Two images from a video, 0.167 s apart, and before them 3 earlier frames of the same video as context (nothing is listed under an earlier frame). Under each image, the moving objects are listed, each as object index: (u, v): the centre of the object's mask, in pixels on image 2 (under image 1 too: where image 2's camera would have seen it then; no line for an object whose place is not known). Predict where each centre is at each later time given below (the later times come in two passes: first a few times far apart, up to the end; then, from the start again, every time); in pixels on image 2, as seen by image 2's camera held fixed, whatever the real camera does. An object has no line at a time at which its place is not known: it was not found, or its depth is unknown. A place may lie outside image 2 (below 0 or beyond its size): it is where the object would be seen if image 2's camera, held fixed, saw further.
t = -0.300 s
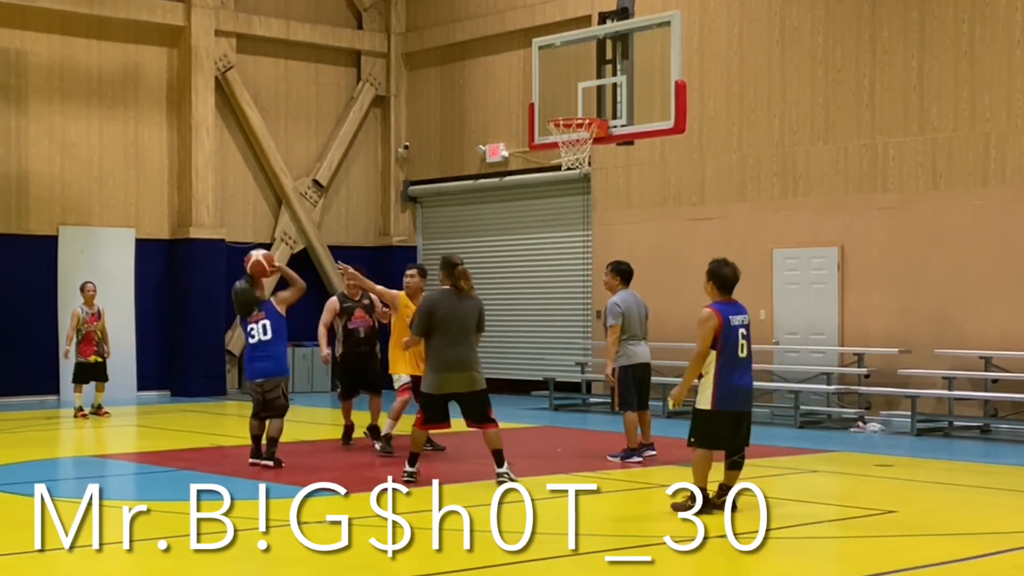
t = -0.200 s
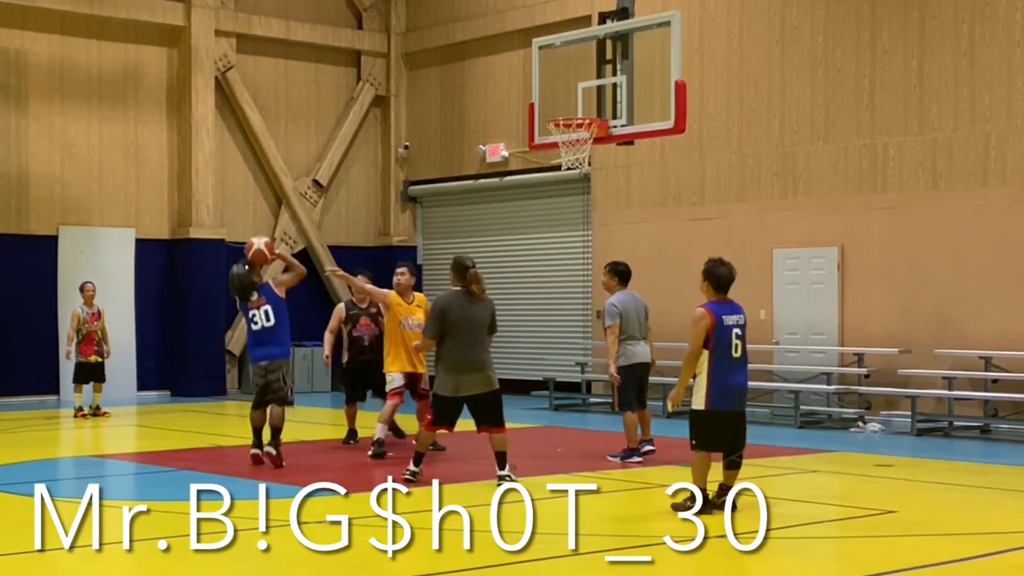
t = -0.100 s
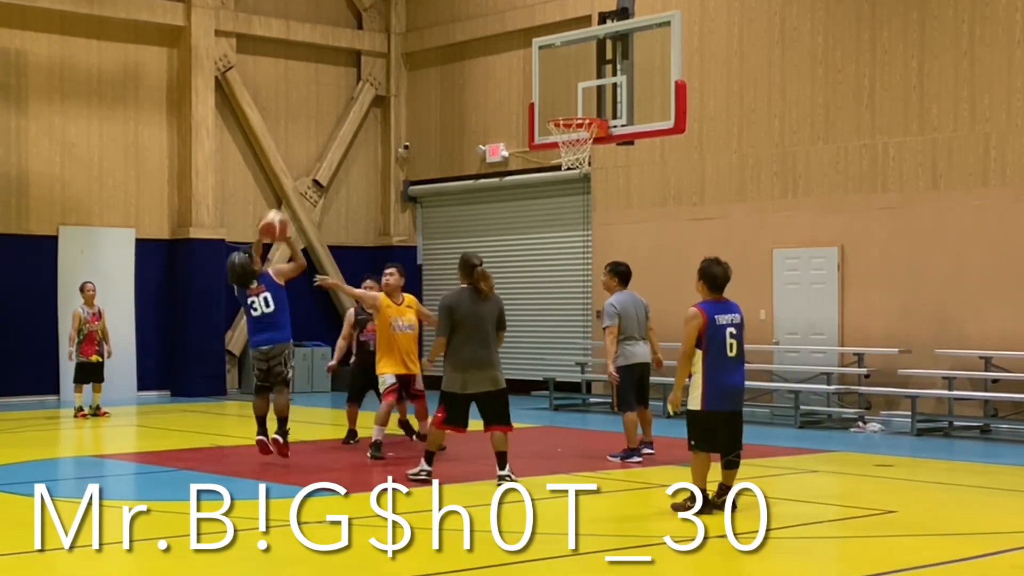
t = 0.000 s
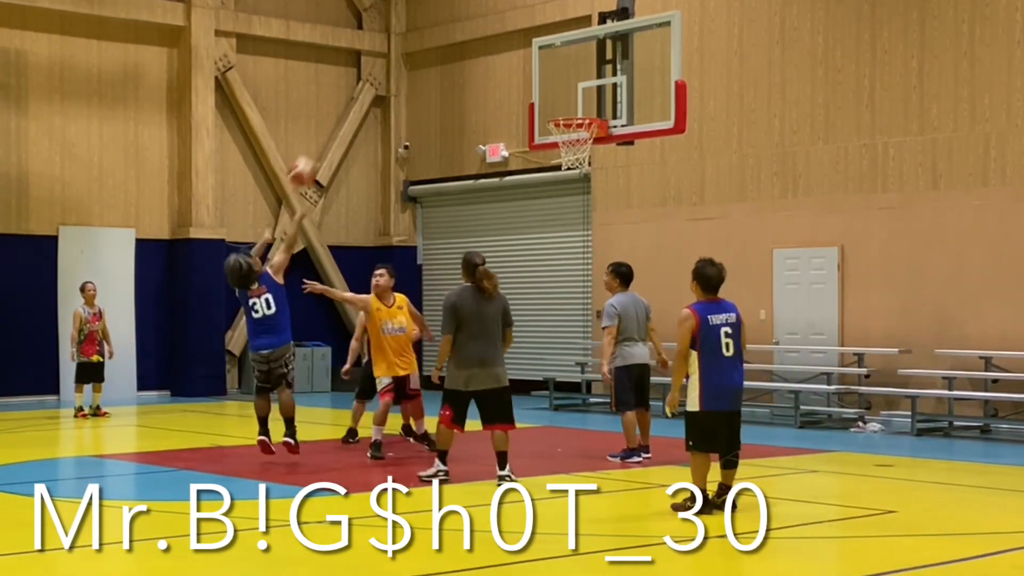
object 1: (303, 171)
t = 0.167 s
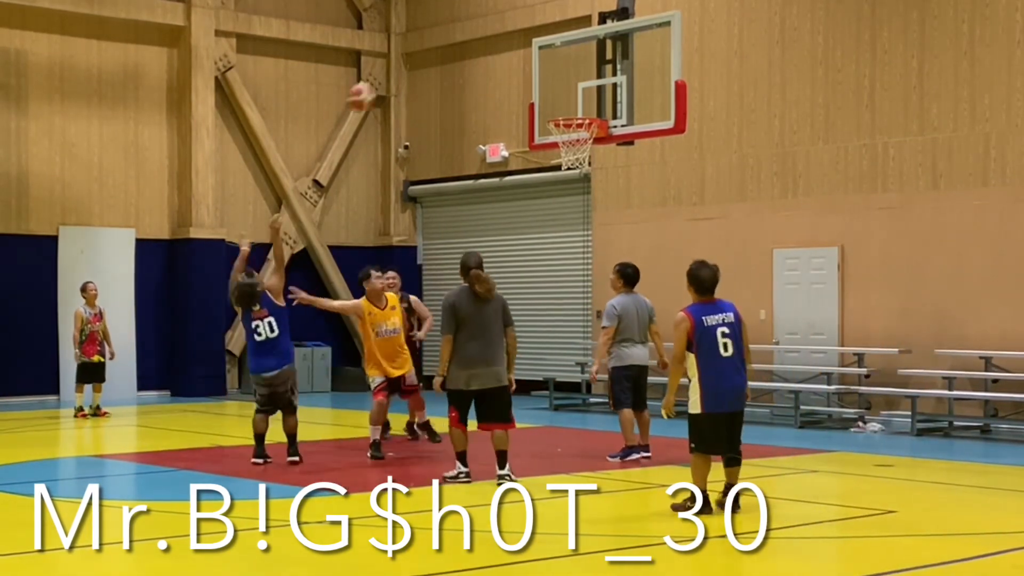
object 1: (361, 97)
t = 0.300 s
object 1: (407, 62)
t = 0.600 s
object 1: (500, 58)
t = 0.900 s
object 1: (584, 134)
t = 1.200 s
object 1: (591, 199)
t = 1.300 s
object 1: (591, 239)
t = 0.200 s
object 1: (372, 87)
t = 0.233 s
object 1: (383, 78)
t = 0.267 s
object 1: (396, 68)
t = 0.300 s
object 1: (407, 62)
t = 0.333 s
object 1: (417, 57)
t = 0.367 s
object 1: (429, 52)
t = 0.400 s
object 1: (439, 47)
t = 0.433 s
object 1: (449, 47)
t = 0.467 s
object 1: (459, 47)
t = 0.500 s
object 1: (470, 47)
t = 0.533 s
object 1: (481, 51)
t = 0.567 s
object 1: (491, 54)
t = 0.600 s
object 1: (500, 58)
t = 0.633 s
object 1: (510, 64)
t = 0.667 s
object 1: (519, 70)
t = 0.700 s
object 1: (530, 78)
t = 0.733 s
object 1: (539, 87)
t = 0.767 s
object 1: (548, 97)
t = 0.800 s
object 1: (557, 107)
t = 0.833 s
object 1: (566, 113)
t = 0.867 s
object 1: (575, 128)
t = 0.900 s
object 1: (584, 134)
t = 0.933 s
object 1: (586, 143)
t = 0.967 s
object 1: (586, 142)
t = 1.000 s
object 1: (588, 145)
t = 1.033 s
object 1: (589, 153)
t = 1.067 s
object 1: (589, 157)
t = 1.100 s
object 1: (589, 168)
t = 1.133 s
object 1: (590, 177)
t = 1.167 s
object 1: (590, 188)
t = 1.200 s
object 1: (591, 199)
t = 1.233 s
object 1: (591, 210)
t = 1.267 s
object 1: (592, 224)
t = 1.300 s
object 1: (591, 239)
